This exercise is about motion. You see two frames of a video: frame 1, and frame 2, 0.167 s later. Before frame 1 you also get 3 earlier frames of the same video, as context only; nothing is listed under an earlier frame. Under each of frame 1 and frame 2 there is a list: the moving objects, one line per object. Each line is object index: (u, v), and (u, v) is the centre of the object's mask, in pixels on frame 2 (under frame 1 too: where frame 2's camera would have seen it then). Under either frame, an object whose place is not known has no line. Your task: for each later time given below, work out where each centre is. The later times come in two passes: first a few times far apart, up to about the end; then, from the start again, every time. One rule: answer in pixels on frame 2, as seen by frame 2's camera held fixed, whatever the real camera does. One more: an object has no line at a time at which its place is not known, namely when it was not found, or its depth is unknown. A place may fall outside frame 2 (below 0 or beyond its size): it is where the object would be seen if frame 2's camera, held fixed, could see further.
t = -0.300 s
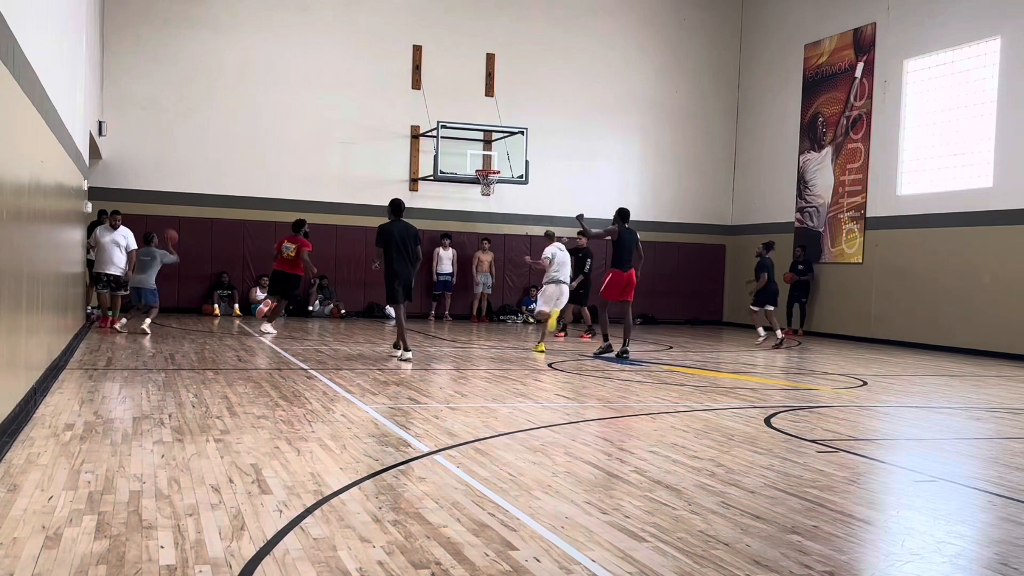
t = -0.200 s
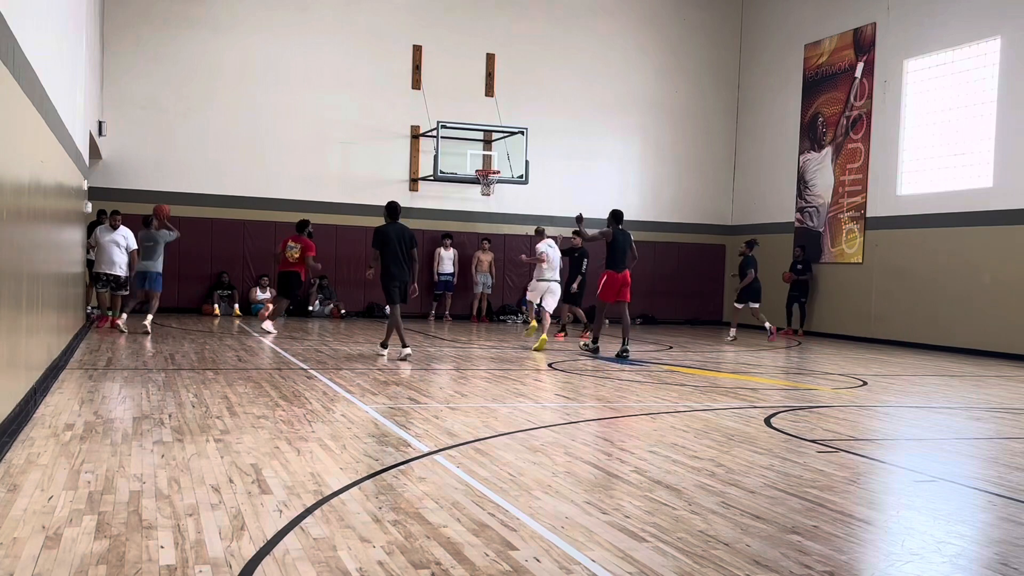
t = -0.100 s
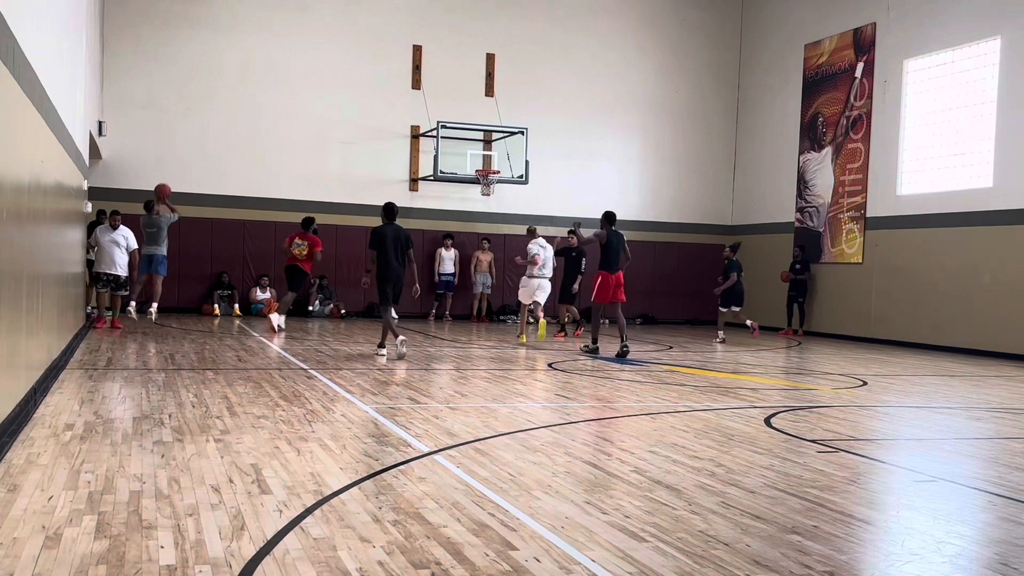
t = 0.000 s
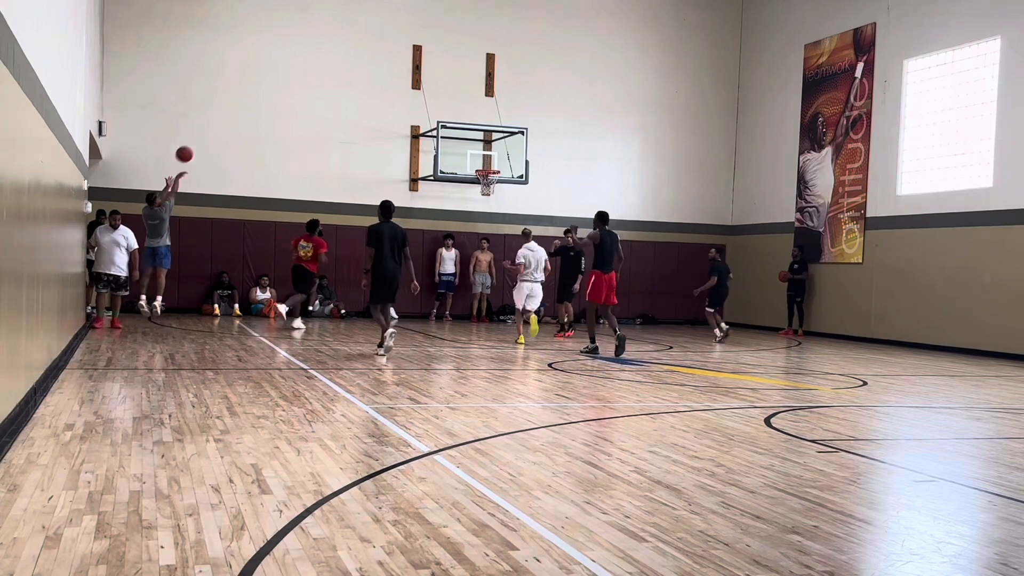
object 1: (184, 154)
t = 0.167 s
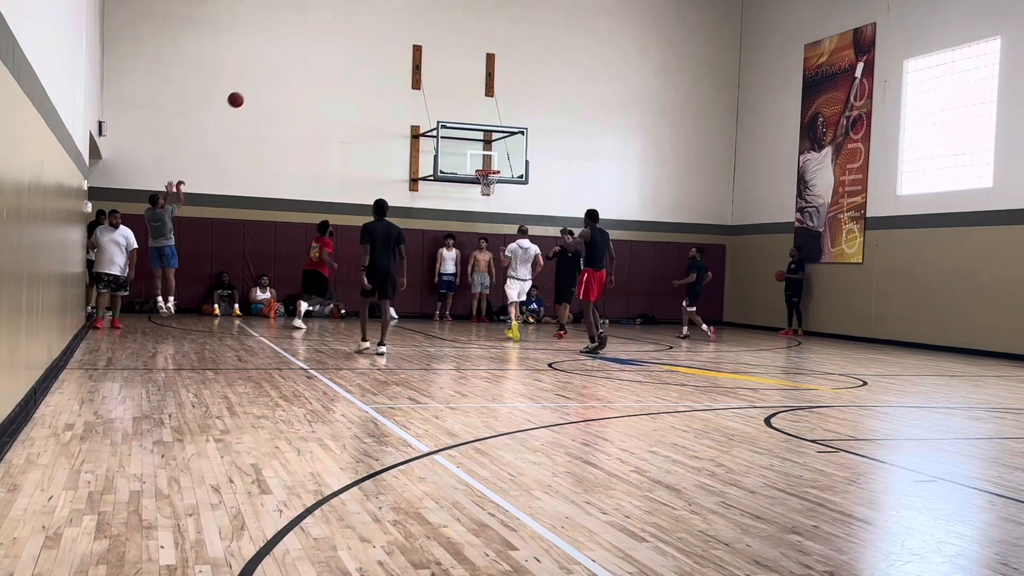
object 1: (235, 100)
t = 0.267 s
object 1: (264, 77)
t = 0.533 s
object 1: (334, 49)
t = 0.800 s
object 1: (395, 64)
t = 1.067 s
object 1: (448, 114)
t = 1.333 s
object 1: (493, 188)
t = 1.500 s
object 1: (505, 214)
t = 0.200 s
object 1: (245, 91)
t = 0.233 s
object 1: (255, 84)
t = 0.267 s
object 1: (264, 77)
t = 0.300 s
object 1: (273, 71)
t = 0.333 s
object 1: (283, 66)
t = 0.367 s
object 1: (291, 61)
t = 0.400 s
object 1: (300, 58)
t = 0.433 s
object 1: (309, 55)
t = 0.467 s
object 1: (317, 52)
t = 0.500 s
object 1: (325, 50)
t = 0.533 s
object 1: (334, 49)
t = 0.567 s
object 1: (342, 49)
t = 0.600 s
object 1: (350, 49)
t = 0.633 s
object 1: (357, 50)
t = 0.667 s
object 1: (365, 52)
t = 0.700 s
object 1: (373, 54)
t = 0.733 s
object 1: (380, 57)
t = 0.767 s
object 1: (388, 60)
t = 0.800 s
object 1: (395, 64)
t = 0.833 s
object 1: (402, 68)
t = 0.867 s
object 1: (408, 73)
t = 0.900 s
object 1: (416, 79)
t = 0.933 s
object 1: (423, 85)
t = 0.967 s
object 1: (429, 91)
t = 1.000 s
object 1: (436, 98)
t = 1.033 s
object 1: (442, 106)
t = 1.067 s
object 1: (448, 114)
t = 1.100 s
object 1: (454, 122)
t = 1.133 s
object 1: (460, 131)
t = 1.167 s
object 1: (466, 140)
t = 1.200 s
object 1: (472, 150)
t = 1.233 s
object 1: (477, 160)
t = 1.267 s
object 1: (481, 170)
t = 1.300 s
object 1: (491, 180)
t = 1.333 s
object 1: (493, 188)
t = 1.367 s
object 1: (495, 192)
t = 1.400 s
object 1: (498, 197)
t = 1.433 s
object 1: (500, 202)
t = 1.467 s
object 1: (502, 208)
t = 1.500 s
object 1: (505, 214)
